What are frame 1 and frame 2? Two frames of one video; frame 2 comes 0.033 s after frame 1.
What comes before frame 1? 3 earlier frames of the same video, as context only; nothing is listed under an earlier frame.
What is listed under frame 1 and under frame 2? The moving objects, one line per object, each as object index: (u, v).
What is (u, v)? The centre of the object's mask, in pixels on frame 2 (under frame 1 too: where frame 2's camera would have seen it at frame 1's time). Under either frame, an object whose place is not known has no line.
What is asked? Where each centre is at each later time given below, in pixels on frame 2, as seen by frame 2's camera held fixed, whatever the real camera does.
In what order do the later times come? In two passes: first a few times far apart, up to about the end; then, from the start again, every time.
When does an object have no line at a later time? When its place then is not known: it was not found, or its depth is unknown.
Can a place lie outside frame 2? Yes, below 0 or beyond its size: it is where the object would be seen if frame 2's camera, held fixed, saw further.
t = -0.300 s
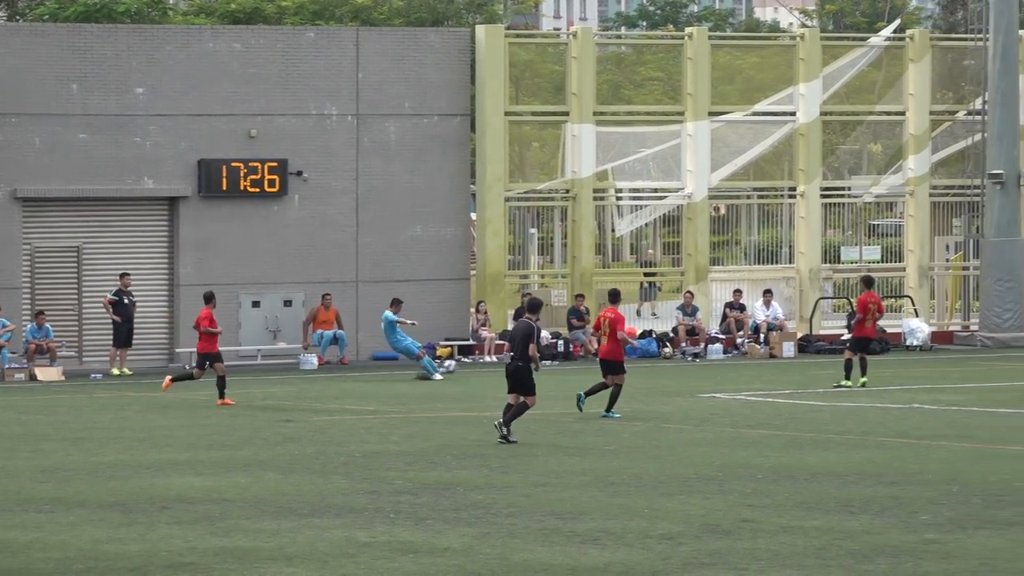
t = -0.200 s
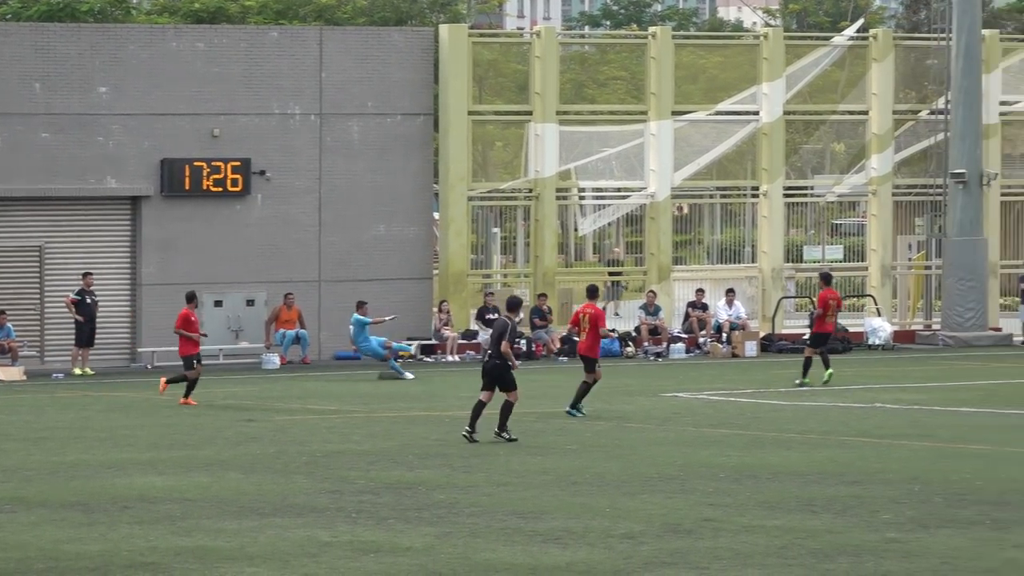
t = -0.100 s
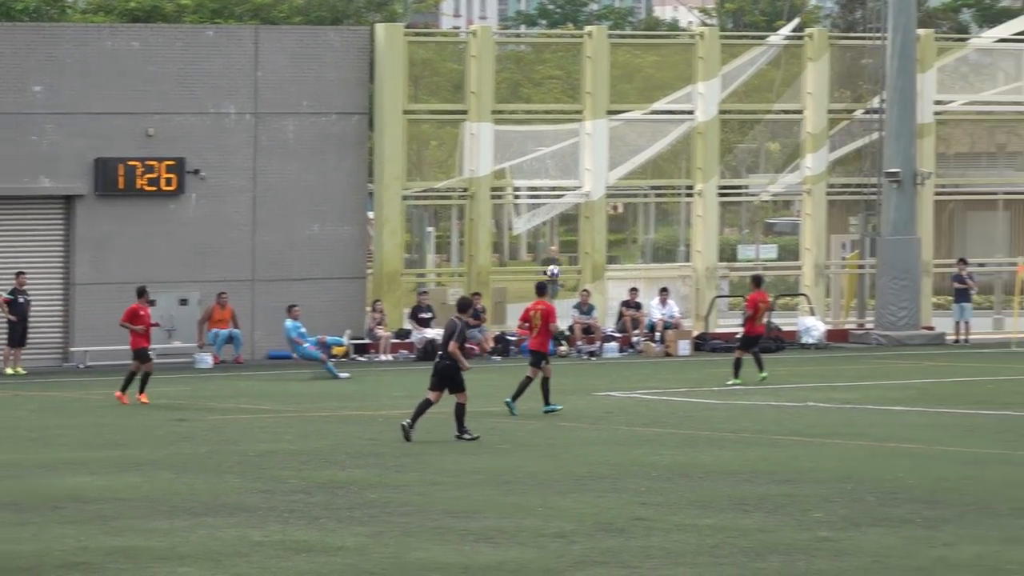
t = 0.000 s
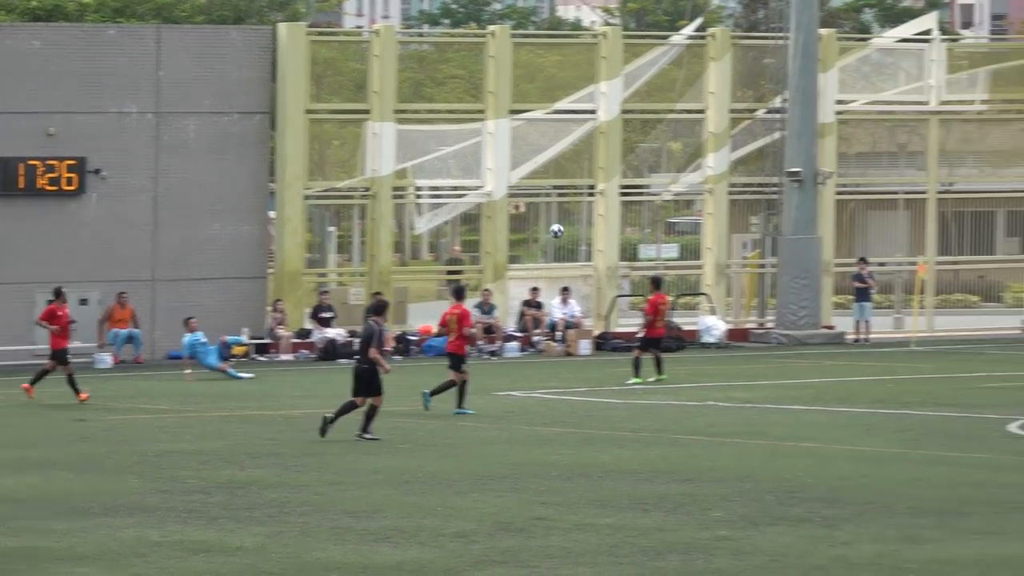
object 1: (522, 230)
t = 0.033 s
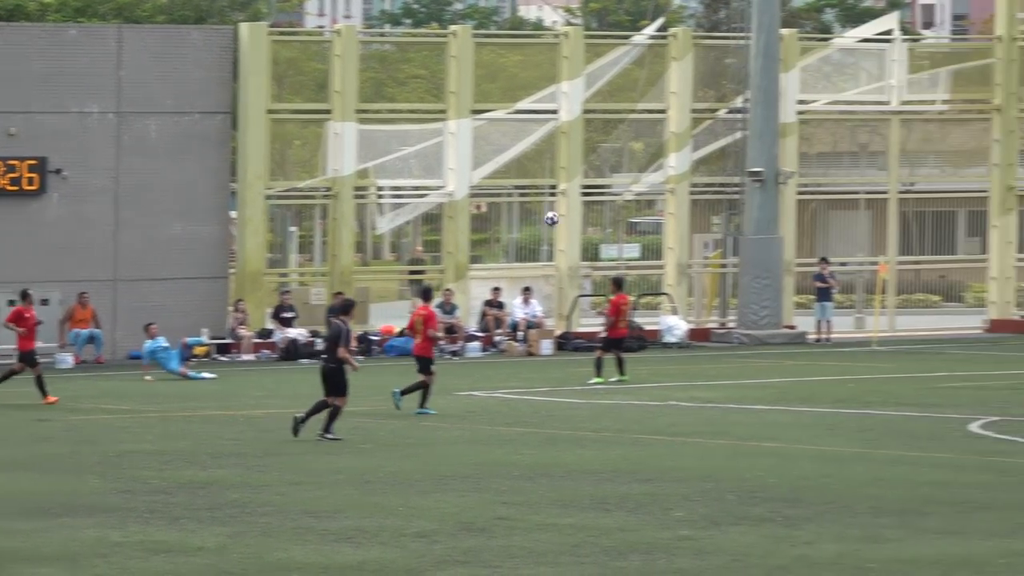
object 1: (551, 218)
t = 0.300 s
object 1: (809, 134)
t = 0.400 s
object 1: (903, 111)
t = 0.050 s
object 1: (566, 212)
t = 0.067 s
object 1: (581, 206)
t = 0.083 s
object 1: (595, 200)
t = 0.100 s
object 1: (612, 195)
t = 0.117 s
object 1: (628, 190)
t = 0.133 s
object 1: (645, 184)
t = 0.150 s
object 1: (661, 178)
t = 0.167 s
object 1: (678, 172)
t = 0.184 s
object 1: (694, 167)
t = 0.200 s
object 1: (710, 162)
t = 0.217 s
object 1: (727, 157)
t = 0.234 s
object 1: (744, 152)
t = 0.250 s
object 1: (760, 148)
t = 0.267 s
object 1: (777, 143)
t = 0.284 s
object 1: (793, 138)
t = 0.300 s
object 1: (809, 134)
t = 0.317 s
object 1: (824, 130)
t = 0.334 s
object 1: (840, 126)
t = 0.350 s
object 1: (856, 122)
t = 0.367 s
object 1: (872, 118)
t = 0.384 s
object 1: (888, 115)
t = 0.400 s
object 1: (903, 111)
